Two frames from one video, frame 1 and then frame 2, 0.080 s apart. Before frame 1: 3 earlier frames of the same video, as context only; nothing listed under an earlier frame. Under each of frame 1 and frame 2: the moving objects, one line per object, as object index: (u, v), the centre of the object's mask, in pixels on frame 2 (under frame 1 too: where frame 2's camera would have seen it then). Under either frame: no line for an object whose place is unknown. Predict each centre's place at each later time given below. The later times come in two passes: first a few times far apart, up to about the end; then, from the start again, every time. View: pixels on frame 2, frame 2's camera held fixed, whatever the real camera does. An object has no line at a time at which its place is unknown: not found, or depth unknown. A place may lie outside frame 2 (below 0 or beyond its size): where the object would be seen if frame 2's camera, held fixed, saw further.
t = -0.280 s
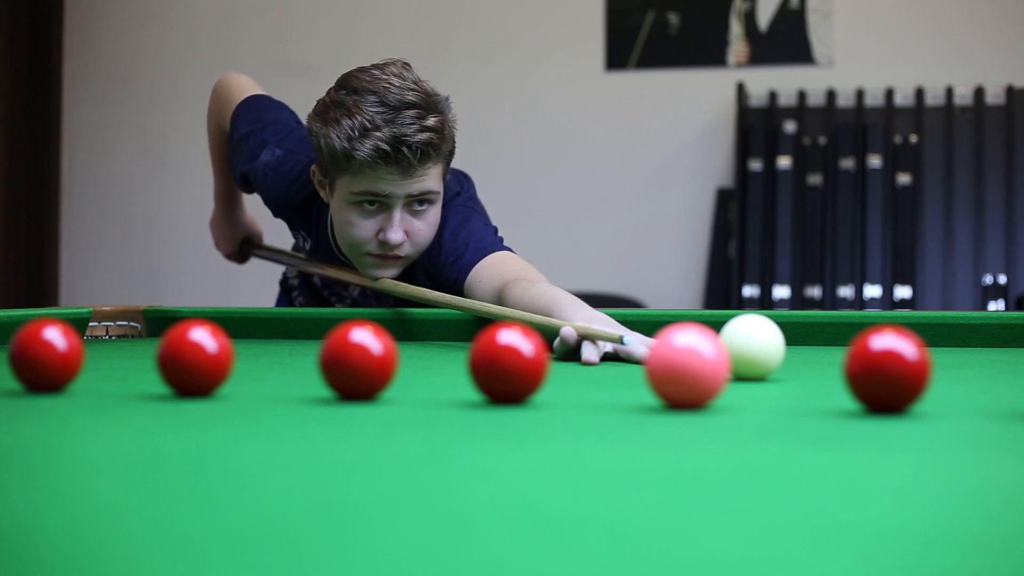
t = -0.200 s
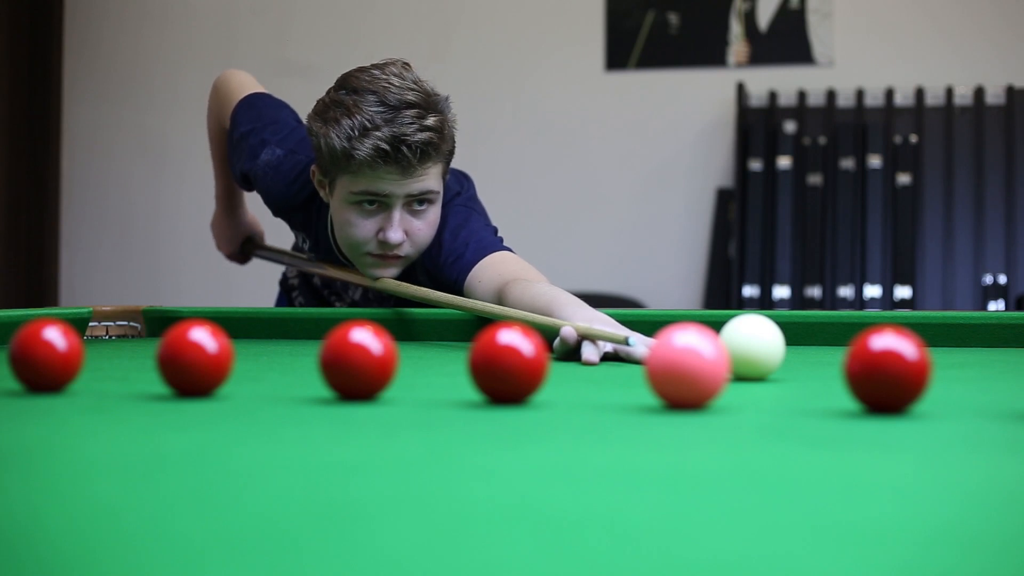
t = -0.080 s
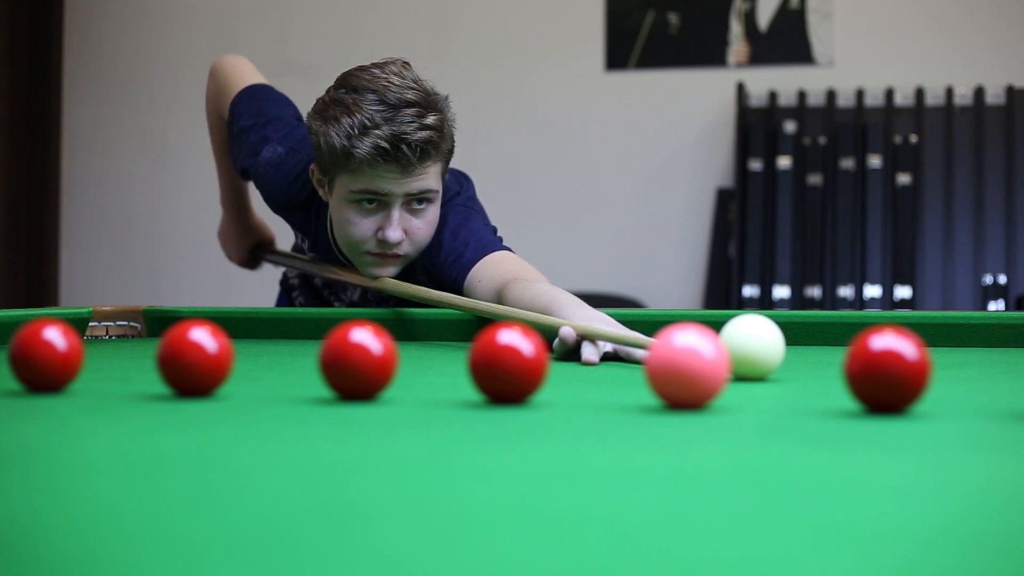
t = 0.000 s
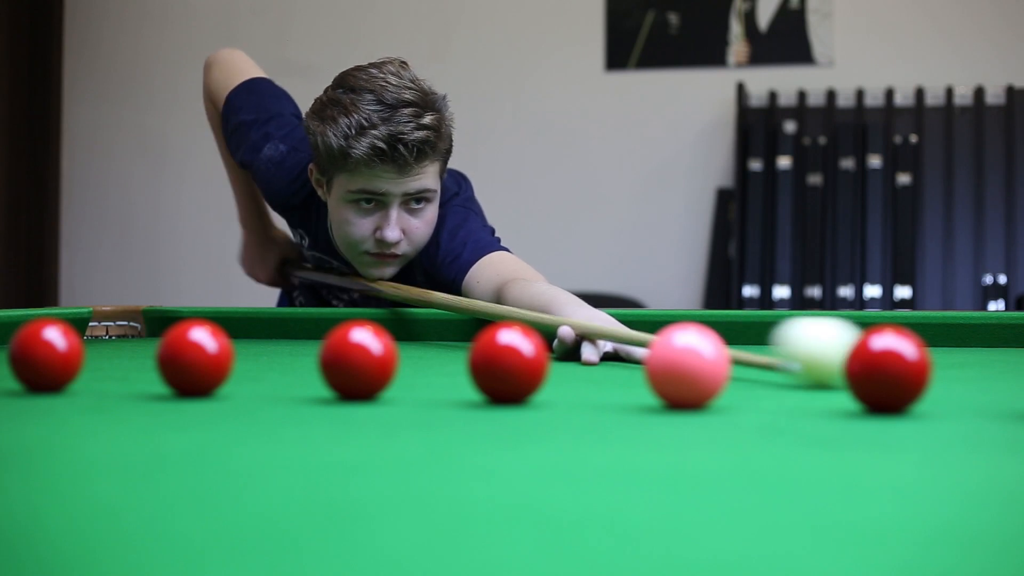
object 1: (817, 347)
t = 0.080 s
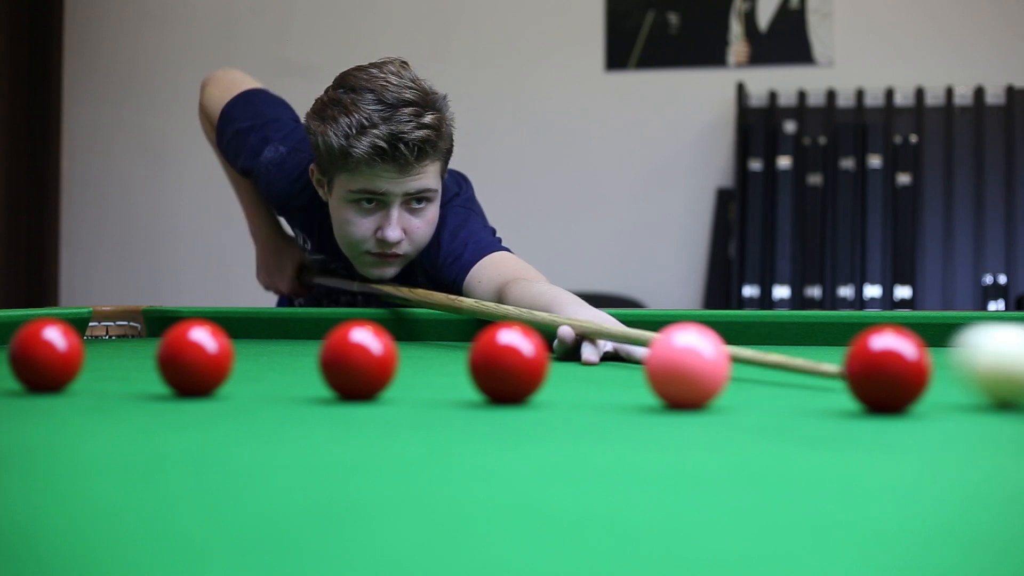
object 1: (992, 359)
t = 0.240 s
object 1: (1007, 362)
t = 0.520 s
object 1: (992, 357)
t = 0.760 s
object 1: (972, 354)
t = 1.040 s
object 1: (954, 350)
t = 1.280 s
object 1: (944, 345)
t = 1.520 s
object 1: (935, 341)
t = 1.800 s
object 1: (925, 335)
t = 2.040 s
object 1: (919, 333)
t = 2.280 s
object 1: (916, 331)
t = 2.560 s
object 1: (916, 331)
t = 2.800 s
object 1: (915, 331)
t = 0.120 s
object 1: (1006, 364)
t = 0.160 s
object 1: (1009, 364)
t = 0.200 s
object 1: (1009, 363)
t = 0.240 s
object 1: (1007, 362)
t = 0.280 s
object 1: (1005, 362)
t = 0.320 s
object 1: (1003, 361)
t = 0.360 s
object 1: (1001, 361)
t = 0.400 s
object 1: (999, 359)
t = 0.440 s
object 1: (996, 359)
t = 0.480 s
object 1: (994, 358)
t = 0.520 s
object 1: (992, 357)
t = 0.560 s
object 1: (989, 357)
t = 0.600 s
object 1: (986, 356)
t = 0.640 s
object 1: (983, 355)
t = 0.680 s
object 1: (979, 355)
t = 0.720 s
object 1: (976, 354)
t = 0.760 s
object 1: (972, 354)
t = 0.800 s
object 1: (969, 353)
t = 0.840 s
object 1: (966, 353)
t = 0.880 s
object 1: (963, 352)
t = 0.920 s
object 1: (961, 352)
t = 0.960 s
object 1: (958, 351)
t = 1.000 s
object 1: (956, 350)
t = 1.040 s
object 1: (954, 350)
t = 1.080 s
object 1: (952, 349)
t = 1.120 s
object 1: (950, 348)
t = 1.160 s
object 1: (949, 348)
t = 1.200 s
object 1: (947, 347)
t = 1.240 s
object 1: (945, 346)
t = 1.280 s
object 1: (944, 345)
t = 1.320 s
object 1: (942, 344)
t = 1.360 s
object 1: (941, 344)
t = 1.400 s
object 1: (940, 343)
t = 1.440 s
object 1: (938, 342)
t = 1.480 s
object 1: (937, 342)
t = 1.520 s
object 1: (935, 341)
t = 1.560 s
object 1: (934, 340)
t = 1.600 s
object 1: (932, 340)
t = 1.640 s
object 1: (931, 339)
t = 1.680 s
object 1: (929, 338)
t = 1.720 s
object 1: (928, 337)
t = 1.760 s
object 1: (927, 337)
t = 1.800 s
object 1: (925, 335)
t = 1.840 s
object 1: (924, 335)
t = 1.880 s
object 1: (923, 335)
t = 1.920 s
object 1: (922, 334)
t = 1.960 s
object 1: (921, 334)
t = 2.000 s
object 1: (920, 333)
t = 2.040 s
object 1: (919, 333)
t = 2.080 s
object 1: (918, 333)
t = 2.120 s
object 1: (917, 332)
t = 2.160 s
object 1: (917, 332)
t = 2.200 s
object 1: (916, 332)
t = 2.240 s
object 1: (916, 331)
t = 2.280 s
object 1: (916, 331)
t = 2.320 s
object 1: (916, 331)
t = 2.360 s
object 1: (916, 331)
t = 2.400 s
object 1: (916, 331)
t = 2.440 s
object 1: (915, 331)
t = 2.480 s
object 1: (916, 331)
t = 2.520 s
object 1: (915, 331)
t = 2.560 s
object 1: (916, 331)
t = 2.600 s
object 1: (915, 331)
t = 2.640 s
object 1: (916, 331)
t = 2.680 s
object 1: (916, 331)
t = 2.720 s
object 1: (915, 331)
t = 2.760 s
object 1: (916, 331)
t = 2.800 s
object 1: (915, 331)
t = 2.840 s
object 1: (916, 331)
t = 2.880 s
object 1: (916, 331)
